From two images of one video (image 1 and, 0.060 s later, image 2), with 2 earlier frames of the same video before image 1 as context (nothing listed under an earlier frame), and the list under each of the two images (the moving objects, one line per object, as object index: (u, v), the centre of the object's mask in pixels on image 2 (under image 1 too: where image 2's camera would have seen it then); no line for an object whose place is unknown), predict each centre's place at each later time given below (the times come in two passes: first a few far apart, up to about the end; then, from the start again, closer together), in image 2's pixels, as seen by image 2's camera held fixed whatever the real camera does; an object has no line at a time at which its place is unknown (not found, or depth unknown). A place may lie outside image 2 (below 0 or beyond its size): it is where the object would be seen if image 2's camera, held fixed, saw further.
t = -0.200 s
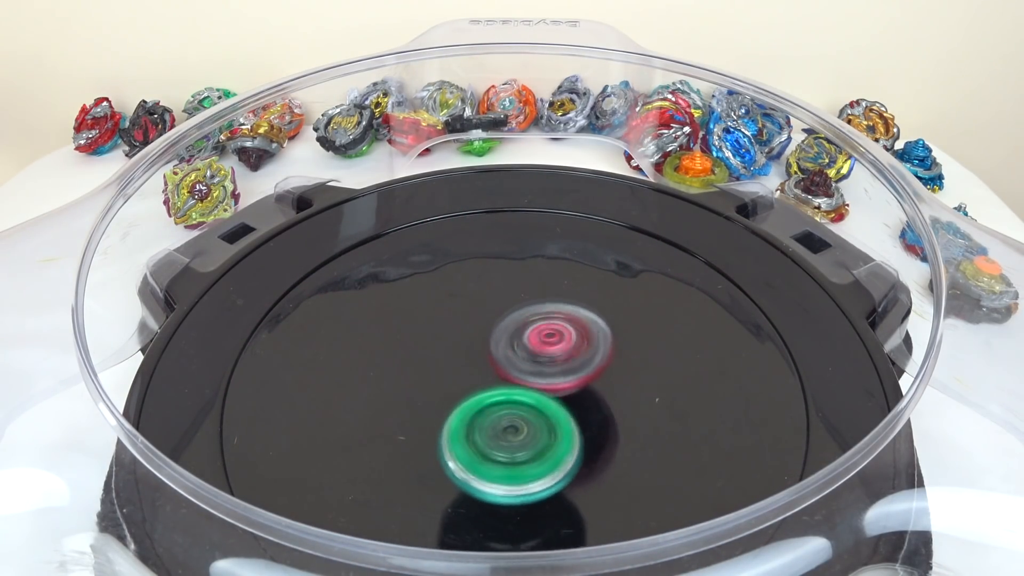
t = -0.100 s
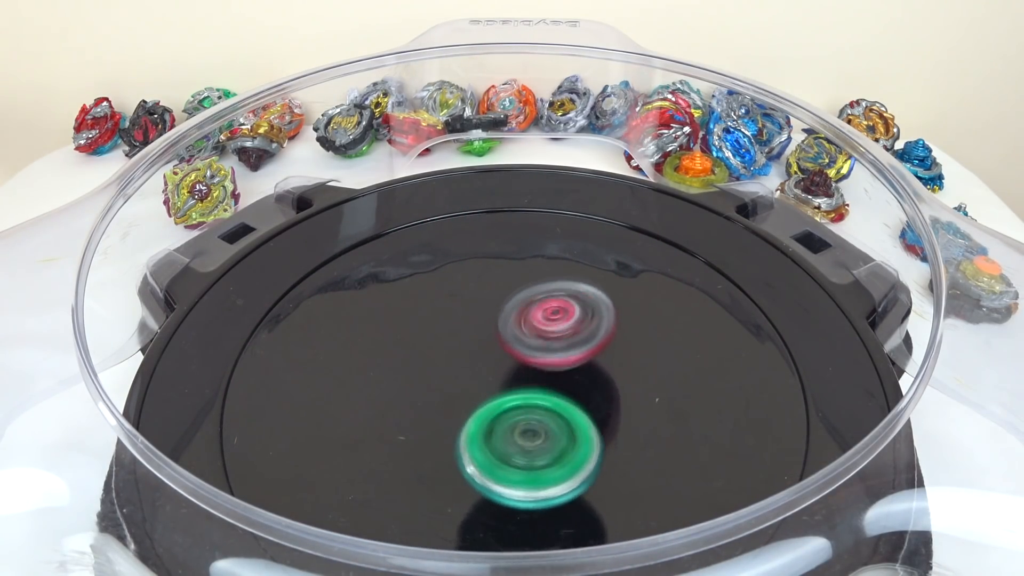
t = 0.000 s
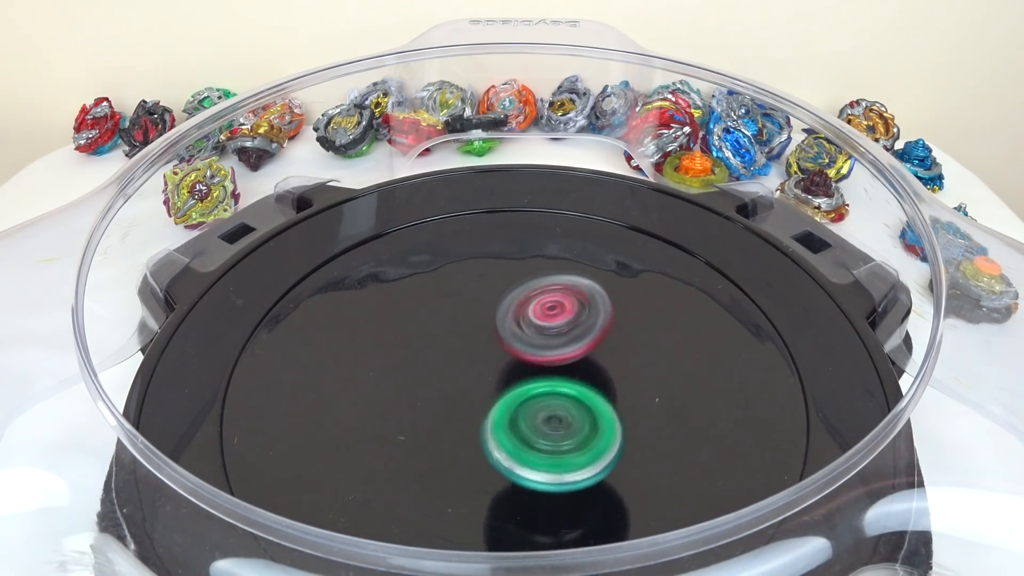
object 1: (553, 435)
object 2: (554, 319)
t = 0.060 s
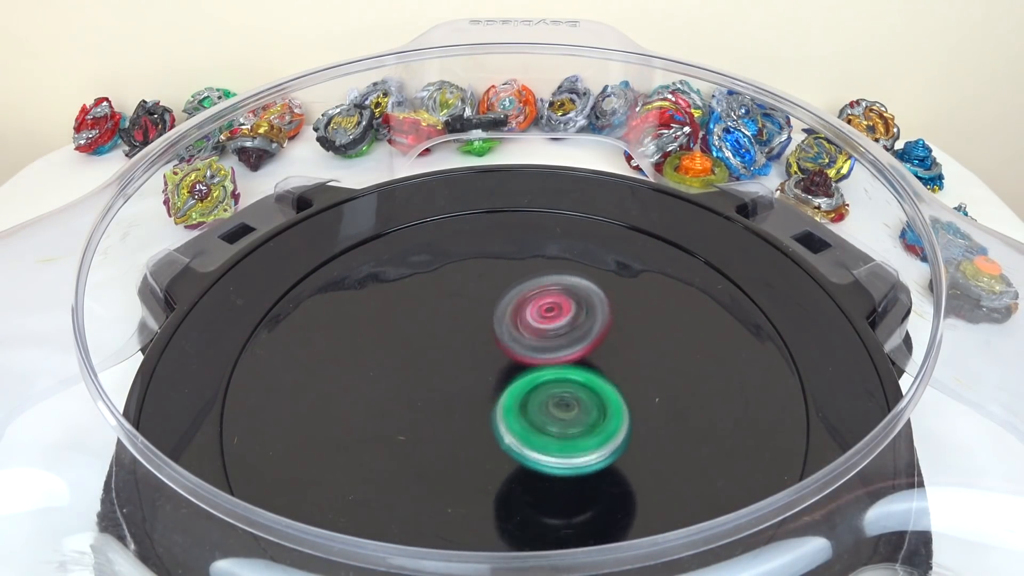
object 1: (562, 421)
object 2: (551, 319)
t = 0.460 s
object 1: (553, 388)
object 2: (525, 290)
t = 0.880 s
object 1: (492, 394)
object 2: (462, 279)
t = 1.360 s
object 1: (477, 403)
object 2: (441, 311)
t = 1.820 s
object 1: (567, 394)
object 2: (471, 324)
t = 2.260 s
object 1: (598, 363)
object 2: (465, 313)
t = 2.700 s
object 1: (544, 364)
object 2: (441, 313)
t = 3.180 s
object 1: (524, 381)
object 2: (401, 335)
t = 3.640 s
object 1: (541, 372)
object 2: (402, 357)
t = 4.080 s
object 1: (572, 342)
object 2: (444, 363)
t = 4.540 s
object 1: (567, 321)
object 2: (451, 374)
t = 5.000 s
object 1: (537, 331)
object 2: (427, 381)
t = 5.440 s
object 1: (521, 328)
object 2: (437, 403)
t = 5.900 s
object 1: (530, 317)
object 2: (495, 405)
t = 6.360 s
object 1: (519, 318)
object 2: (503, 413)
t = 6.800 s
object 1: (490, 324)
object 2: (493, 418)
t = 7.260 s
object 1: (477, 325)
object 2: (504, 424)
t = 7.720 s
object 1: (483, 332)
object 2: (535, 420)
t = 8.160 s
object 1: (473, 324)
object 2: (545, 405)
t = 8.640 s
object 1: (452, 325)
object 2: (552, 385)
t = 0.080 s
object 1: (564, 416)
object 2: (550, 319)
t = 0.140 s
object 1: (567, 415)
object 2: (545, 309)
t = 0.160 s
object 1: (568, 413)
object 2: (542, 306)
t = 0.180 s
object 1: (569, 411)
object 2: (542, 304)
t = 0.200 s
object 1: (569, 409)
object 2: (541, 303)
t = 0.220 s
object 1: (569, 406)
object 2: (539, 303)
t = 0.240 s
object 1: (569, 402)
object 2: (538, 302)
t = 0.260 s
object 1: (569, 398)
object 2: (538, 301)
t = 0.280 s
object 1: (568, 395)
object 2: (538, 302)
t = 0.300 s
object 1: (566, 392)
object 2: (537, 301)
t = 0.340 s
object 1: (564, 393)
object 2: (535, 295)
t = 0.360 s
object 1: (563, 394)
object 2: (533, 294)
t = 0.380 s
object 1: (562, 394)
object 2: (531, 291)
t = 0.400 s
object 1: (560, 393)
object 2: (529, 290)
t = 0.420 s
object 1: (558, 391)
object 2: (527, 291)
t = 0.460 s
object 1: (553, 388)
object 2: (525, 290)
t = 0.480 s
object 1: (550, 387)
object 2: (525, 291)
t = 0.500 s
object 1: (547, 385)
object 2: (523, 292)
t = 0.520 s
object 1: (544, 383)
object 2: (522, 291)
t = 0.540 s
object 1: (541, 385)
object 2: (520, 289)
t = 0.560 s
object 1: (539, 390)
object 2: (518, 283)
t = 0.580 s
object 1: (536, 395)
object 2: (515, 278)
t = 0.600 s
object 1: (533, 399)
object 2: (510, 275)
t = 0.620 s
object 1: (531, 402)
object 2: (506, 272)
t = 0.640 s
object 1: (529, 403)
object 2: (502, 271)
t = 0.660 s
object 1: (526, 405)
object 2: (498, 270)
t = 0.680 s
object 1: (524, 406)
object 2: (494, 269)
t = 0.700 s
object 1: (521, 407)
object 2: (491, 269)
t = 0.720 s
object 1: (519, 407)
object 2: (487, 269)
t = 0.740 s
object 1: (517, 406)
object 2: (484, 269)
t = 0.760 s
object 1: (514, 405)
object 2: (481, 270)
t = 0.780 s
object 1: (510, 403)
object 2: (478, 271)
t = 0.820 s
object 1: (503, 400)
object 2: (471, 273)
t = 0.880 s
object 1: (492, 394)
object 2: (462, 279)
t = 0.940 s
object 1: (481, 388)
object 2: (453, 286)
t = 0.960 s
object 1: (478, 386)
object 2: (450, 289)
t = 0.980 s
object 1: (474, 384)
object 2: (447, 291)
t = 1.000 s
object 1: (471, 383)
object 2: (443, 293)
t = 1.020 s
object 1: (469, 386)
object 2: (440, 293)
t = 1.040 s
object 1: (468, 388)
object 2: (437, 294)
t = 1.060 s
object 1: (466, 389)
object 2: (437, 294)
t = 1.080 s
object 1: (465, 390)
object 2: (435, 296)
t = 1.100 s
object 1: (464, 391)
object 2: (433, 297)
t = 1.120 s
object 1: (464, 392)
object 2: (433, 299)
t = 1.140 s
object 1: (464, 392)
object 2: (434, 301)
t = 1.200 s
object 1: (466, 399)
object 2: (434, 300)
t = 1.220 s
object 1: (467, 401)
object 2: (434, 300)
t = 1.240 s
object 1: (469, 403)
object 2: (434, 300)
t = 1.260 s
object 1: (470, 403)
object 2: (436, 302)
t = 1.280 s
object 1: (471, 403)
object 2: (437, 304)
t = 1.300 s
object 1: (472, 403)
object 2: (437, 306)
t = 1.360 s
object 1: (477, 403)
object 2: (441, 311)
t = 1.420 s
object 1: (491, 408)
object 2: (442, 314)
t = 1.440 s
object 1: (495, 408)
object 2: (444, 315)
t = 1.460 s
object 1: (499, 407)
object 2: (445, 317)
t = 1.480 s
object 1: (502, 406)
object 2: (445, 319)
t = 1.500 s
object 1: (507, 407)
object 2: (446, 319)
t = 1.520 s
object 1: (514, 411)
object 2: (447, 318)
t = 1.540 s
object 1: (517, 413)
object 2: (447, 317)
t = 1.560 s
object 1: (522, 413)
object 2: (448, 318)
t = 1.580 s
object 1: (526, 413)
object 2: (451, 319)
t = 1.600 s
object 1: (531, 412)
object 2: (453, 320)
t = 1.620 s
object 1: (534, 410)
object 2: (455, 321)
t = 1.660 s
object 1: (539, 406)
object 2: (461, 325)
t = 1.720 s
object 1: (550, 404)
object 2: (465, 324)
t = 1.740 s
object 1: (555, 403)
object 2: (466, 323)
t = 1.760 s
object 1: (559, 402)
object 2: (466, 323)
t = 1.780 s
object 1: (563, 399)
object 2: (467, 323)
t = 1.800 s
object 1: (565, 397)
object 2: (469, 323)
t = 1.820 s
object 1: (567, 394)
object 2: (471, 324)
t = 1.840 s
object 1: (569, 391)
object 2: (472, 325)
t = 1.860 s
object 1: (571, 389)
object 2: (473, 325)
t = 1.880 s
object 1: (574, 387)
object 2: (474, 324)
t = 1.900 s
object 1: (577, 386)
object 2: (473, 323)
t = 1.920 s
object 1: (579, 384)
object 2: (474, 323)
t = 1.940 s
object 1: (581, 381)
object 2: (475, 323)
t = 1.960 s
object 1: (581, 378)
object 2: (476, 323)
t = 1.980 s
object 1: (581, 377)
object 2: (477, 323)
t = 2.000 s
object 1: (583, 376)
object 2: (477, 323)
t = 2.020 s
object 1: (585, 374)
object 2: (477, 322)
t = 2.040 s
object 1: (585, 372)
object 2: (478, 322)
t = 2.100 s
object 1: (588, 369)
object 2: (475, 321)
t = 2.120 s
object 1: (588, 366)
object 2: (476, 321)
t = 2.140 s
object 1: (587, 365)
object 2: (475, 321)
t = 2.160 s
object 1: (589, 366)
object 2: (472, 320)
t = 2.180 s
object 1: (593, 365)
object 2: (469, 318)
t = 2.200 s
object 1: (595, 365)
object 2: (468, 317)
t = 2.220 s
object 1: (597, 365)
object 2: (466, 316)
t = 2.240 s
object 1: (598, 364)
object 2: (465, 314)
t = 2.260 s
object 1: (598, 363)
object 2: (465, 313)
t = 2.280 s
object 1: (596, 362)
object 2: (464, 313)
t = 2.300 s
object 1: (595, 361)
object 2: (464, 312)
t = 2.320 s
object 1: (593, 360)
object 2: (464, 312)
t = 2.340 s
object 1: (589, 358)
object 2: (464, 311)
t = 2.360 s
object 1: (586, 357)
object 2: (464, 311)
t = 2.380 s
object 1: (582, 357)
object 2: (465, 312)
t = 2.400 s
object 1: (579, 356)
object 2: (465, 312)
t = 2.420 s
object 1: (574, 356)
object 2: (466, 312)
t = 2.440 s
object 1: (574, 357)
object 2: (462, 312)
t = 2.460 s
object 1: (574, 358)
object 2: (460, 311)
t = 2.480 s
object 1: (573, 359)
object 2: (458, 311)
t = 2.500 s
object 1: (572, 360)
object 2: (456, 311)
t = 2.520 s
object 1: (569, 361)
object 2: (454, 311)
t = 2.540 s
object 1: (567, 361)
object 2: (453, 311)
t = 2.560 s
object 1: (563, 361)
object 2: (451, 311)
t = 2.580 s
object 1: (561, 361)
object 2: (450, 311)
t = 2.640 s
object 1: (551, 362)
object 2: (446, 312)
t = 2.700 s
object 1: (544, 364)
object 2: (441, 313)
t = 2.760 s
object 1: (538, 365)
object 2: (436, 313)
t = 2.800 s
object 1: (538, 367)
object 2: (430, 313)
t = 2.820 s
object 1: (537, 368)
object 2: (427, 314)
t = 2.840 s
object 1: (536, 368)
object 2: (426, 313)
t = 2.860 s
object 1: (534, 369)
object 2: (425, 314)
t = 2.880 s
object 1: (532, 369)
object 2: (424, 316)
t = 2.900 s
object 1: (529, 369)
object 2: (423, 316)
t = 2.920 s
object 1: (527, 370)
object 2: (423, 318)
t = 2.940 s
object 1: (528, 372)
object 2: (418, 318)
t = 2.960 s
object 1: (528, 373)
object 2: (415, 318)
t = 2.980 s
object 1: (528, 374)
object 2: (413, 320)
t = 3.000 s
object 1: (528, 375)
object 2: (411, 321)
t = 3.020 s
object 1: (527, 375)
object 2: (411, 323)
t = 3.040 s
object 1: (525, 376)
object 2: (410, 325)
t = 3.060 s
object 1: (523, 376)
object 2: (410, 327)
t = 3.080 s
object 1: (522, 376)
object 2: (410, 329)
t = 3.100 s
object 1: (523, 378)
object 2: (407, 329)
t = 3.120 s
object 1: (525, 380)
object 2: (404, 330)
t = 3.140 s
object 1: (525, 380)
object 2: (403, 331)
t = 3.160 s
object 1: (525, 381)
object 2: (402, 333)
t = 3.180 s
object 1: (524, 381)
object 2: (401, 335)
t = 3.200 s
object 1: (524, 382)
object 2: (400, 336)
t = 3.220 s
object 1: (523, 381)
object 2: (400, 338)
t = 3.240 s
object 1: (522, 382)
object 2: (400, 340)
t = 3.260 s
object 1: (521, 382)
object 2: (401, 342)
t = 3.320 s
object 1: (522, 383)
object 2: (398, 347)
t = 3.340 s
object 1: (522, 382)
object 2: (397, 348)
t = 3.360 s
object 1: (522, 382)
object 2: (397, 349)
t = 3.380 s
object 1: (522, 383)
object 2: (396, 350)
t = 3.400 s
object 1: (526, 383)
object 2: (393, 350)
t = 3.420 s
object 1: (529, 383)
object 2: (390, 350)
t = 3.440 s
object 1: (533, 383)
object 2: (389, 350)
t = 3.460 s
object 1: (535, 382)
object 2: (389, 351)
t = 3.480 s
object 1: (536, 381)
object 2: (390, 351)
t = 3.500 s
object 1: (537, 380)
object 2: (391, 352)
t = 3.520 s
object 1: (537, 378)
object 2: (393, 352)
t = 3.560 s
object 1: (536, 377)
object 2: (397, 354)
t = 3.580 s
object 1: (536, 375)
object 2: (400, 354)
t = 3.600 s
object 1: (534, 375)
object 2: (404, 355)
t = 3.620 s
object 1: (538, 374)
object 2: (402, 356)
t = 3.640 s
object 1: (541, 372)
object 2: (402, 357)
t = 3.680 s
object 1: (544, 370)
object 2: (404, 358)
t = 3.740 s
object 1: (546, 367)
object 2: (413, 360)
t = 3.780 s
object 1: (553, 364)
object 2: (413, 360)
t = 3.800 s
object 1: (557, 363)
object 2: (414, 361)
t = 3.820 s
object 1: (560, 361)
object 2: (416, 361)
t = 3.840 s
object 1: (560, 359)
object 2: (418, 362)
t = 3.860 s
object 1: (561, 358)
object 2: (421, 362)
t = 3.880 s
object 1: (563, 356)
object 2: (424, 362)
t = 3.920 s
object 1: (563, 353)
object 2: (432, 362)
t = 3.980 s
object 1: (568, 349)
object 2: (435, 362)
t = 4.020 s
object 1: (569, 346)
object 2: (441, 363)
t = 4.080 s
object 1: (572, 342)
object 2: (444, 363)
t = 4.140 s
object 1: (573, 340)
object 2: (449, 362)
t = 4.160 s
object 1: (576, 338)
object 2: (449, 363)
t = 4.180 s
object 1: (578, 335)
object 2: (446, 364)
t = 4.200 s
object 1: (580, 333)
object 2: (446, 365)
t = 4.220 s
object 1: (580, 332)
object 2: (446, 366)
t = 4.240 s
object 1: (579, 330)
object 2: (446, 367)
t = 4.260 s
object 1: (578, 329)
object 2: (448, 367)
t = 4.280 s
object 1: (578, 328)
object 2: (449, 368)
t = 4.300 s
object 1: (575, 328)
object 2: (452, 368)
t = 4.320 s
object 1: (573, 328)
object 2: (455, 368)
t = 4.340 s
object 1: (572, 328)
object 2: (456, 368)
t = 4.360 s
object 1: (571, 327)
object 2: (457, 368)
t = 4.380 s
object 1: (574, 326)
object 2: (453, 370)
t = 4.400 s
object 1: (576, 324)
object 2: (450, 371)
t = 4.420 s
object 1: (576, 323)
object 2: (448, 373)
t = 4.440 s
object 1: (575, 322)
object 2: (447, 374)
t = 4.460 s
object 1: (575, 321)
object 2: (447, 374)
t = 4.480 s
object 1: (573, 321)
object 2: (447, 375)
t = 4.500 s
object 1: (572, 321)
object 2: (448, 375)
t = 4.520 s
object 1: (569, 320)
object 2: (450, 375)
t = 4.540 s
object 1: (567, 321)
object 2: (451, 374)
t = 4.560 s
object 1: (565, 322)
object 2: (454, 374)
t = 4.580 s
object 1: (561, 323)
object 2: (455, 373)
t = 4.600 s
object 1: (562, 323)
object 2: (453, 374)
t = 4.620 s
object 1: (566, 321)
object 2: (445, 377)
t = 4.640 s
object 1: (569, 319)
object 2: (440, 379)
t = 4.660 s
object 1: (571, 318)
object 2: (435, 380)
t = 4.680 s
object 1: (570, 316)
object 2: (433, 381)
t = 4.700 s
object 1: (570, 316)
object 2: (430, 382)
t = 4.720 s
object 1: (569, 315)
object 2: (429, 382)
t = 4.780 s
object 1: (562, 315)
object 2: (425, 382)
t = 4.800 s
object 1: (559, 317)
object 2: (425, 381)
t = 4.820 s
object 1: (556, 318)
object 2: (425, 380)
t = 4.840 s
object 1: (553, 319)
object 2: (425, 380)
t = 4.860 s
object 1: (550, 321)
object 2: (426, 380)
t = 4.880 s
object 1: (547, 323)
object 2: (428, 379)
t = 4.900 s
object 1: (542, 326)
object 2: (429, 378)
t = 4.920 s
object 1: (540, 328)
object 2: (431, 378)
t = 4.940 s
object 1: (539, 329)
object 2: (430, 378)
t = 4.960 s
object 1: (538, 330)
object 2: (429, 378)
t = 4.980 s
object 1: (538, 331)
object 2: (427, 380)
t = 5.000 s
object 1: (537, 331)
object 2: (427, 381)
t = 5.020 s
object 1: (536, 332)
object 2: (427, 382)
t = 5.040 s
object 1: (535, 332)
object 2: (427, 382)
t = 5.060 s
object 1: (534, 332)
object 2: (425, 383)
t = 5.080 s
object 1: (533, 331)
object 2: (423, 386)
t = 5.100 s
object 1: (532, 331)
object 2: (423, 386)
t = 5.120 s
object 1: (531, 331)
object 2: (422, 387)
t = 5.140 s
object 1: (529, 332)
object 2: (423, 388)
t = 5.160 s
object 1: (526, 332)
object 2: (424, 388)
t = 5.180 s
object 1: (526, 332)
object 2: (423, 389)
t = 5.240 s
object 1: (524, 332)
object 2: (425, 392)
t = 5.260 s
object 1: (523, 331)
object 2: (425, 394)
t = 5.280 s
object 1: (524, 330)
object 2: (424, 396)
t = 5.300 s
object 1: (524, 329)
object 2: (425, 398)
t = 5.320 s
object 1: (524, 329)
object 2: (426, 399)
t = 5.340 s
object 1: (523, 328)
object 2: (428, 399)
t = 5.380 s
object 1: (520, 328)
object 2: (432, 400)
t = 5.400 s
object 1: (519, 328)
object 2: (434, 400)
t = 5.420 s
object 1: (518, 329)
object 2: (437, 401)
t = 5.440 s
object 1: (521, 328)
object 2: (437, 403)
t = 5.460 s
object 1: (521, 326)
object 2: (436, 404)
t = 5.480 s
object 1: (523, 325)
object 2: (438, 405)
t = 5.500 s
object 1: (524, 323)
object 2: (439, 405)
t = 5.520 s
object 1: (524, 323)
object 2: (442, 406)
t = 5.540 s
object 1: (524, 322)
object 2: (445, 405)
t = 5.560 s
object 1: (523, 322)
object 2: (447, 405)
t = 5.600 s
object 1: (521, 322)
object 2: (454, 404)
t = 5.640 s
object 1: (523, 322)
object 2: (460, 404)
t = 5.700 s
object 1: (525, 319)
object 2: (466, 406)
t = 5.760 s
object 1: (527, 320)
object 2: (477, 405)
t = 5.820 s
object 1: (529, 317)
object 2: (485, 407)
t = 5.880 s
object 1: (530, 317)
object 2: (493, 406)
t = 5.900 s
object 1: (530, 317)
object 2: (495, 405)
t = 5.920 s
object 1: (530, 317)
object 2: (498, 405)
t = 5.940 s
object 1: (530, 316)
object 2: (500, 408)
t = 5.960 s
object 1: (531, 314)
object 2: (499, 409)
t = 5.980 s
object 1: (530, 313)
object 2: (501, 410)
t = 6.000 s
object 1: (530, 313)
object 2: (502, 410)
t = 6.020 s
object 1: (530, 313)
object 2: (504, 411)
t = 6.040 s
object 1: (529, 314)
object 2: (504, 410)
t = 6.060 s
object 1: (529, 314)
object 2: (505, 409)
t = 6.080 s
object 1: (528, 316)
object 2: (506, 408)
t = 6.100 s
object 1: (527, 316)
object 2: (507, 407)
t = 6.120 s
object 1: (526, 317)
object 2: (508, 407)
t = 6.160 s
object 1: (527, 316)
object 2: (509, 409)
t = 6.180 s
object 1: (527, 317)
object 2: (508, 409)
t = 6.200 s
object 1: (526, 317)
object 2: (509, 409)
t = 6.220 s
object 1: (525, 318)
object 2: (509, 408)
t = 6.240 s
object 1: (525, 318)
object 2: (508, 409)
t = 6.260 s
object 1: (523, 318)
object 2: (507, 410)
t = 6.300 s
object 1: (522, 318)
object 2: (507, 410)
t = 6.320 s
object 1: (521, 319)
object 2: (505, 409)
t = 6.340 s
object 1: (520, 319)
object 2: (505, 409)
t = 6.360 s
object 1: (519, 318)
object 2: (503, 413)
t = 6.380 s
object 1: (518, 316)
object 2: (503, 415)
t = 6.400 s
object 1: (516, 316)
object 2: (502, 416)
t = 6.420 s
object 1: (514, 315)
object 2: (502, 417)
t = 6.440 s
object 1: (511, 315)
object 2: (502, 417)
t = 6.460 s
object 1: (509, 316)
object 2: (501, 417)
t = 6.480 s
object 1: (507, 317)
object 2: (501, 416)
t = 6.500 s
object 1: (506, 319)
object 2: (500, 415)
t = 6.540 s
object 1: (504, 321)
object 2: (499, 413)
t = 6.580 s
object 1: (502, 321)
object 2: (499, 416)
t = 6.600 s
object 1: (500, 320)
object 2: (498, 416)
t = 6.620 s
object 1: (498, 321)
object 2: (498, 416)
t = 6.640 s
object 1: (497, 321)
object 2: (497, 415)
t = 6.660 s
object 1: (495, 322)
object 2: (497, 415)
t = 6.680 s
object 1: (495, 322)
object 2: (496, 415)
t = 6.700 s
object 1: (494, 323)
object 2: (496, 415)
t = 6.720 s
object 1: (494, 323)
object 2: (496, 417)
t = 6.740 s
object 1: (493, 322)
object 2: (494, 418)
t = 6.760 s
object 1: (492, 323)
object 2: (494, 419)
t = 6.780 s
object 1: (491, 323)
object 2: (493, 418)
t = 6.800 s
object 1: (490, 324)
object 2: (493, 418)
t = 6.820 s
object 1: (489, 325)
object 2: (493, 418)
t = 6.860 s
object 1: (487, 325)
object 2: (493, 418)
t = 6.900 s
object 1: (486, 325)
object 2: (494, 418)
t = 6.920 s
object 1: (485, 325)
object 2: (494, 419)
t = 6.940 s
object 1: (485, 324)
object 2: (494, 420)
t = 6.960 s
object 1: (484, 324)
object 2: (495, 421)
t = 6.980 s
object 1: (483, 324)
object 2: (496, 421)
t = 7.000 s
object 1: (482, 325)
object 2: (495, 421)
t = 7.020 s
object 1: (482, 326)
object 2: (496, 420)
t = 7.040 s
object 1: (481, 327)
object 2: (496, 420)
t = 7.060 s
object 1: (481, 327)
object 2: (497, 420)
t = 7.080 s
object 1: (481, 325)
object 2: (498, 423)
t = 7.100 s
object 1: (480, 324)
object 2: (499, 425)
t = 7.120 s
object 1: (479, 322)
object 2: (500, 427)
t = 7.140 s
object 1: (478, 321)
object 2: (501, 428)
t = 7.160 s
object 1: (478, 321)
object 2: (502, 428)
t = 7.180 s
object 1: (477, 321)
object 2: (503, 428)
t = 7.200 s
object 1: (477, 322)
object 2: (504, 428)
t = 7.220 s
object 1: (477, 323)
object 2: (504, 427)
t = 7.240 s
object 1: (478, 324)
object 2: (504, 425)
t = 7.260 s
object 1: (477, 325)
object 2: (504, 424)
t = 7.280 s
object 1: (478, 328)
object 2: (505, 423)
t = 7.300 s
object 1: (478, 329)
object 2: (505, 422)
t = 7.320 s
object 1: (479, 330)
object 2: (506, 421)
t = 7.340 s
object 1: (479, 329)
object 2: (508, 422)
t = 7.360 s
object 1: (479, 328)
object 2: (511, 423)
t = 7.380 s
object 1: (479, 327)
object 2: (513, 424)
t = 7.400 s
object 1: (479, 327)
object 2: (514, 423)
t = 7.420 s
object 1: (479, 327)
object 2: (516, 423)
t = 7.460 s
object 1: (480, 328)
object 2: (518, 422)
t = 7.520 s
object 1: (482, 331)
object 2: (522, 420)
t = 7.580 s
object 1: (482, 328)
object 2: (529, 422)
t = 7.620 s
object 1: (481, 329)
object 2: (531, 421)
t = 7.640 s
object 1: (481, 330)
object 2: (531, 421)
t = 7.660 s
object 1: (482, 331)
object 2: (532, 420)
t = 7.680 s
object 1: (483, 332)
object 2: (532, 420)
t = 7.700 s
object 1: (483, 333)
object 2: (533, 418)
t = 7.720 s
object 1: (483, 332)
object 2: (535, 420)
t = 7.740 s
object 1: (482, 331)
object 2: (536, 421)
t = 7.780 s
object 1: (482, 330)
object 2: (538, 420)
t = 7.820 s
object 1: (482, 331)
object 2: (539, 419)
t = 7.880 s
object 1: (483, 333)
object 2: (540, 416)
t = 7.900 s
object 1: (482, 331)
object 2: (543, 418)
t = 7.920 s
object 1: (482, 329)
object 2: (545, 418)
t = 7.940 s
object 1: (480, 328)
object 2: (547, 418)
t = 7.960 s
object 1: (479, 327)
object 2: (546, 417)
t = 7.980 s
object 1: (478, 327)
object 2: (547, 416)
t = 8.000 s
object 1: (477, 327)
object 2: (546, 415)
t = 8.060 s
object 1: (476, 328)
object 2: (543, 409)
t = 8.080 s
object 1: (477, 328)
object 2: (541, 408)
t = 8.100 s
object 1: (476, 327)
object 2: (542, 407)
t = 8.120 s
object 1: (476, 327)
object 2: (542, 405)
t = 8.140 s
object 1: (474, 326)
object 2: (544, 405)
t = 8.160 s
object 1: (473, 324)
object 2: (545, 405)
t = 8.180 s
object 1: (471, 323)
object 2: (546, 405)
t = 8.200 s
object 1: (470, 323)
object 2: (545, 405)
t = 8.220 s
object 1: (468, 322)
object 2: (545, 404)
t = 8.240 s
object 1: (468, 323)
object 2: (544, 403)
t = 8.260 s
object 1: (467, 323)
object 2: (543, 402)
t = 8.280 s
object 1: (468, 324)
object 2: (542, 400)
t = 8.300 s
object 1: (467, 325)
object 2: (541, 399)
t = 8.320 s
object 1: (466, 324)
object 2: (541, 398)
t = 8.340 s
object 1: (465, 323)
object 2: (543, 398)
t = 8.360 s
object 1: (464, 323)
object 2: (543, 398)
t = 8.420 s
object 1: (461, 325)
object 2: (544, 394)
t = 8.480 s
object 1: (459, 325)
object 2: (545, 391)
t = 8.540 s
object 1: (457, 326)
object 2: (548, 389)
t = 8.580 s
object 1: (456, 326)
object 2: (549, 388)
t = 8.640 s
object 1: (452, 325)
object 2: (552, 385)
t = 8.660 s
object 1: (453, 325)
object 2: (552, 384)
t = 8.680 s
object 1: (452, 326)
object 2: (552, 384)
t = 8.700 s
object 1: (453, 326)
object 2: (551, 382)
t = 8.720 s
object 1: (451, 326)
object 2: (553, 381)
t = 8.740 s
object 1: (449, 324)
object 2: (556, 381)
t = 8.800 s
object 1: (443, 326)
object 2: (563, 379)
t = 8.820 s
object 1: (442, 327)
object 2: (564, 378)
